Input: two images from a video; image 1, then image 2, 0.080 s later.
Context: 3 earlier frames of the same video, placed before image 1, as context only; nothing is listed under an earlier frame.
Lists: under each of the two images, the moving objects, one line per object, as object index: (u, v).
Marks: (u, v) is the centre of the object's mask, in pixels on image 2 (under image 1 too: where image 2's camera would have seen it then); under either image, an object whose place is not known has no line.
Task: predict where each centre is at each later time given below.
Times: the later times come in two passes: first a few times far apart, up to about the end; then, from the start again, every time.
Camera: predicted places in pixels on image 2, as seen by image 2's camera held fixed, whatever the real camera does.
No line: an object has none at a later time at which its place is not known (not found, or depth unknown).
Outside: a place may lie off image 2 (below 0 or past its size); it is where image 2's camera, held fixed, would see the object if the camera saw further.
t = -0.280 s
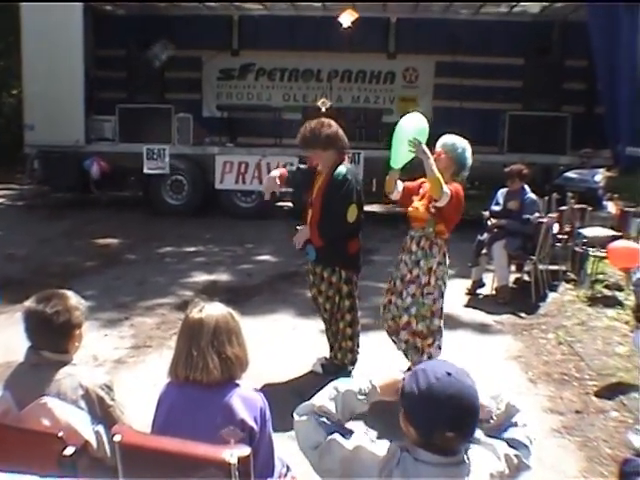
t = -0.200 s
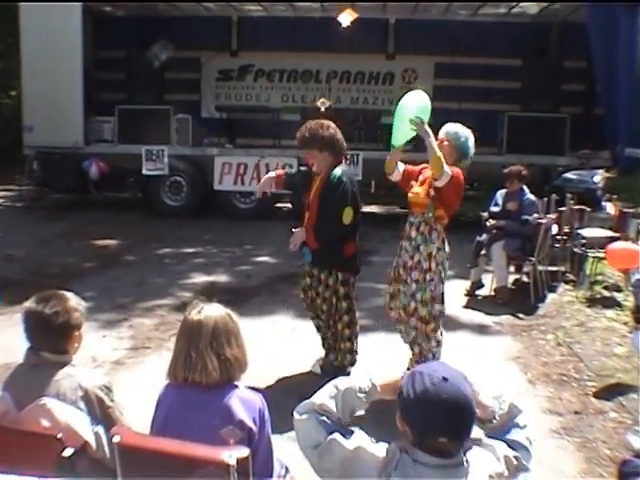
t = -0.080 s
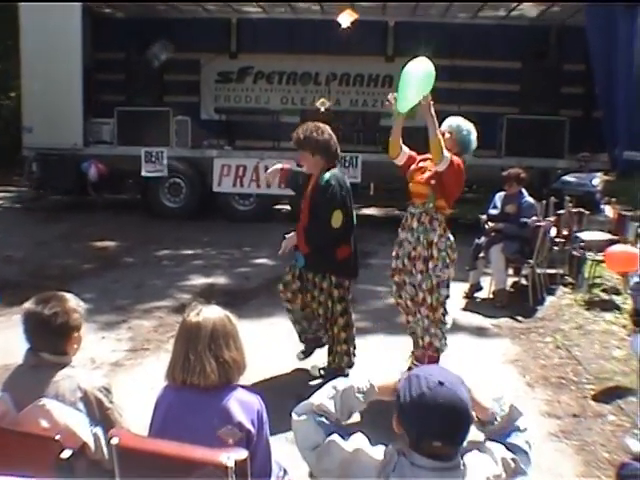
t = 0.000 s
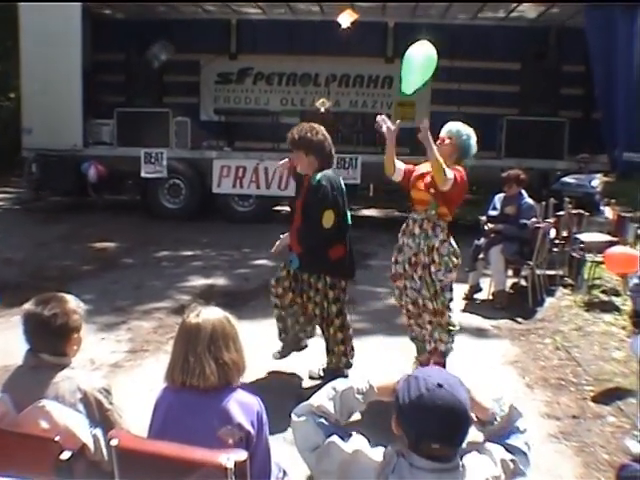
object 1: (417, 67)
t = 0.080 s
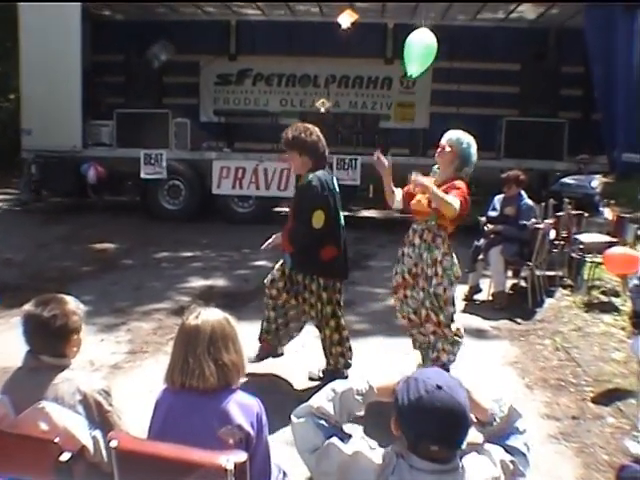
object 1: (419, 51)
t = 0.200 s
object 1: (419, 33)
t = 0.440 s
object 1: (415, 21)
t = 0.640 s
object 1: (410, 23)
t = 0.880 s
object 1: (400, 37)
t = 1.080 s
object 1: (388, 53)
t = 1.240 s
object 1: (379, 74)
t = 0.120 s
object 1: (420, 44)
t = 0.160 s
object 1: (420, 38)
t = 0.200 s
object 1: (419, 33)
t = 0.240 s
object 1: (419, 30)
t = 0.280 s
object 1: (418, 27)
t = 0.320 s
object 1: (418, 25)
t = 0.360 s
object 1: (417, 23)
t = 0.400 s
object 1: (416, 22)
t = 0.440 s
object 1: (415, 21)
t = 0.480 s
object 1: (415, 21)
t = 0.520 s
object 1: (413, 21)
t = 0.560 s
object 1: (412, 21)
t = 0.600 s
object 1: (411, 22)
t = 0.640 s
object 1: (410, 23)
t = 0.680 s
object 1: (408, 24)
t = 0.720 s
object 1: (407, 26)
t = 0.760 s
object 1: (405, 28)
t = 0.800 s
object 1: (404, 30)
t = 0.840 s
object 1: (402, 33)
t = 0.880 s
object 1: (400, 37)
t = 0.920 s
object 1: (398, 40)
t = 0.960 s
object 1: (396, 43)
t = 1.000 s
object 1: (394, 47)
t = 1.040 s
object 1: (390, 50)
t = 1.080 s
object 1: (388, 53)
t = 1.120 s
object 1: (386, 58)
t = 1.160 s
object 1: (385, 64)
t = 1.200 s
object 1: (381, 68)
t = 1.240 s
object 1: (379, 74)
